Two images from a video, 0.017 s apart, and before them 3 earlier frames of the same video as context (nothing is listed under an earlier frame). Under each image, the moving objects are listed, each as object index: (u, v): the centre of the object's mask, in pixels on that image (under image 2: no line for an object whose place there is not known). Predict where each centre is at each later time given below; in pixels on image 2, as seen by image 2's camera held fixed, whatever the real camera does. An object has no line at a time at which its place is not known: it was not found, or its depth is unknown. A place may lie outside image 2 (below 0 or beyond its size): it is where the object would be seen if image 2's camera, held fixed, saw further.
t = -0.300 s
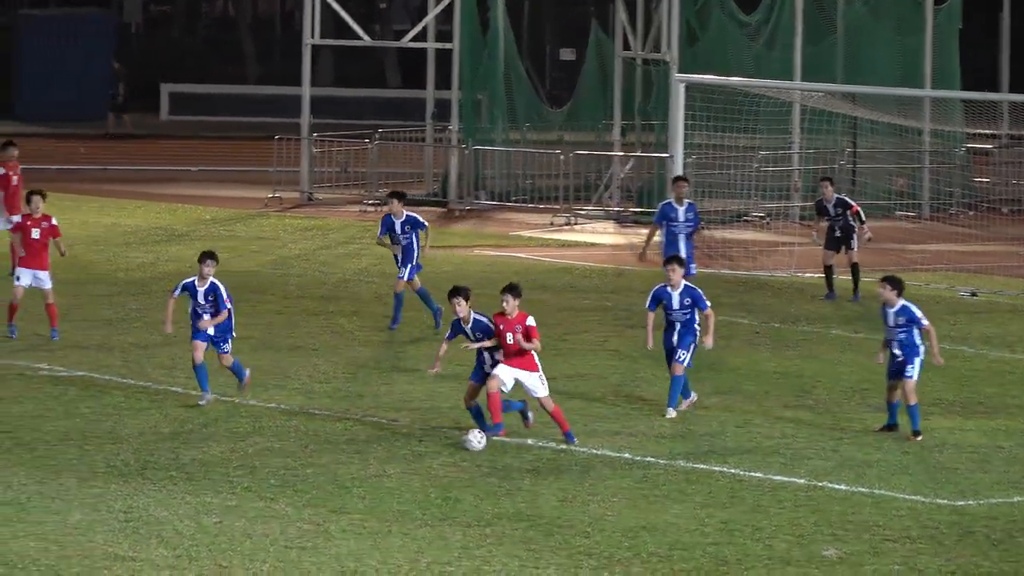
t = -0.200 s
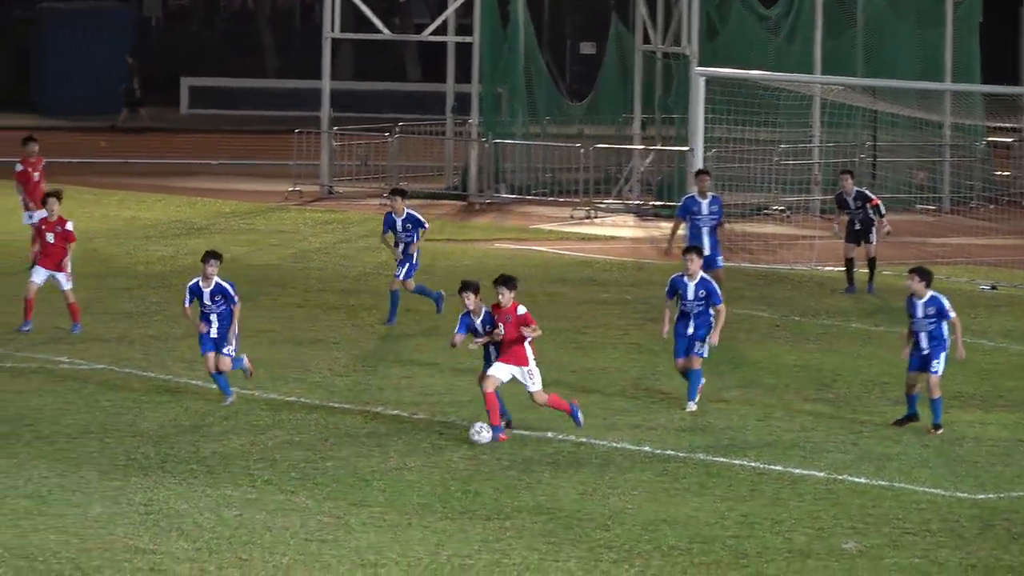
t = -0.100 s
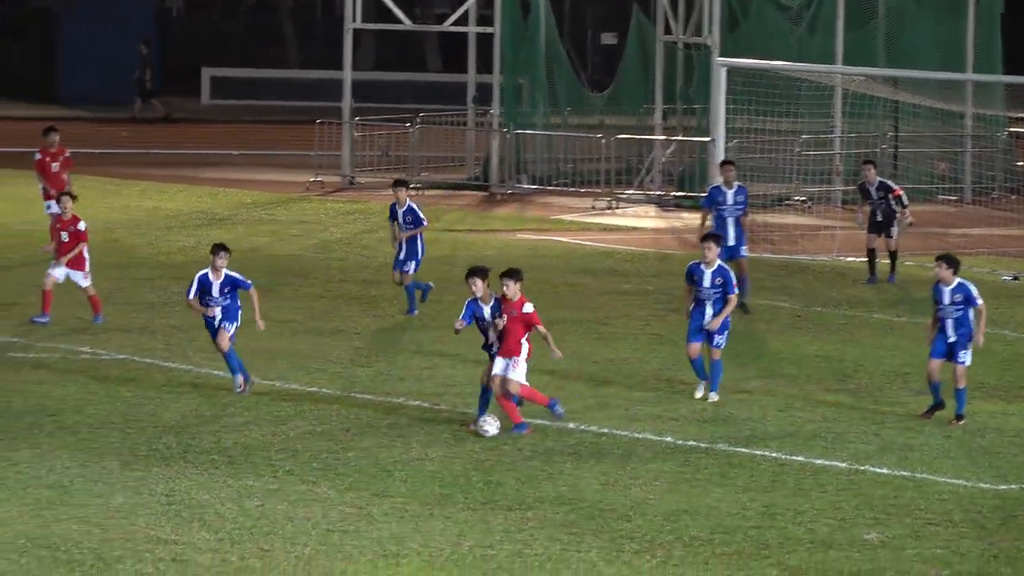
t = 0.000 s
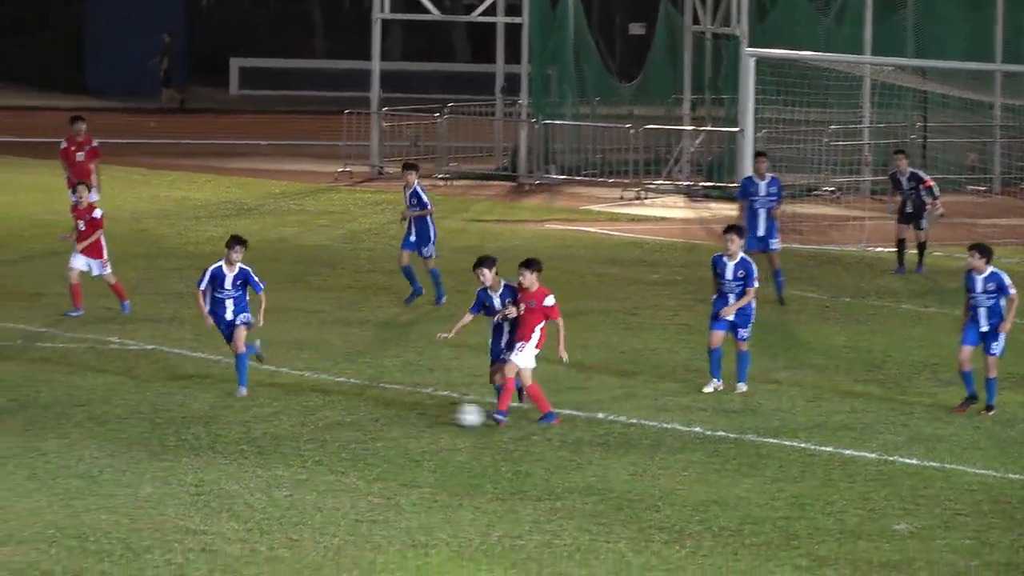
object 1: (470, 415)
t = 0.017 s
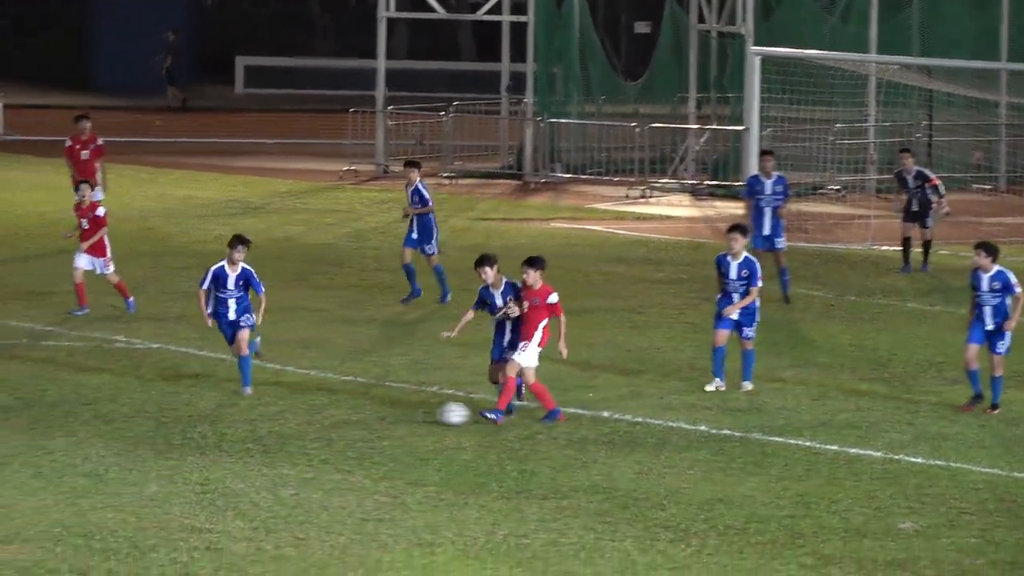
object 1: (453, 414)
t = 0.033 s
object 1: (434, 414)
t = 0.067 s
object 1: (395, 415)
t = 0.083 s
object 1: (376, 415)
